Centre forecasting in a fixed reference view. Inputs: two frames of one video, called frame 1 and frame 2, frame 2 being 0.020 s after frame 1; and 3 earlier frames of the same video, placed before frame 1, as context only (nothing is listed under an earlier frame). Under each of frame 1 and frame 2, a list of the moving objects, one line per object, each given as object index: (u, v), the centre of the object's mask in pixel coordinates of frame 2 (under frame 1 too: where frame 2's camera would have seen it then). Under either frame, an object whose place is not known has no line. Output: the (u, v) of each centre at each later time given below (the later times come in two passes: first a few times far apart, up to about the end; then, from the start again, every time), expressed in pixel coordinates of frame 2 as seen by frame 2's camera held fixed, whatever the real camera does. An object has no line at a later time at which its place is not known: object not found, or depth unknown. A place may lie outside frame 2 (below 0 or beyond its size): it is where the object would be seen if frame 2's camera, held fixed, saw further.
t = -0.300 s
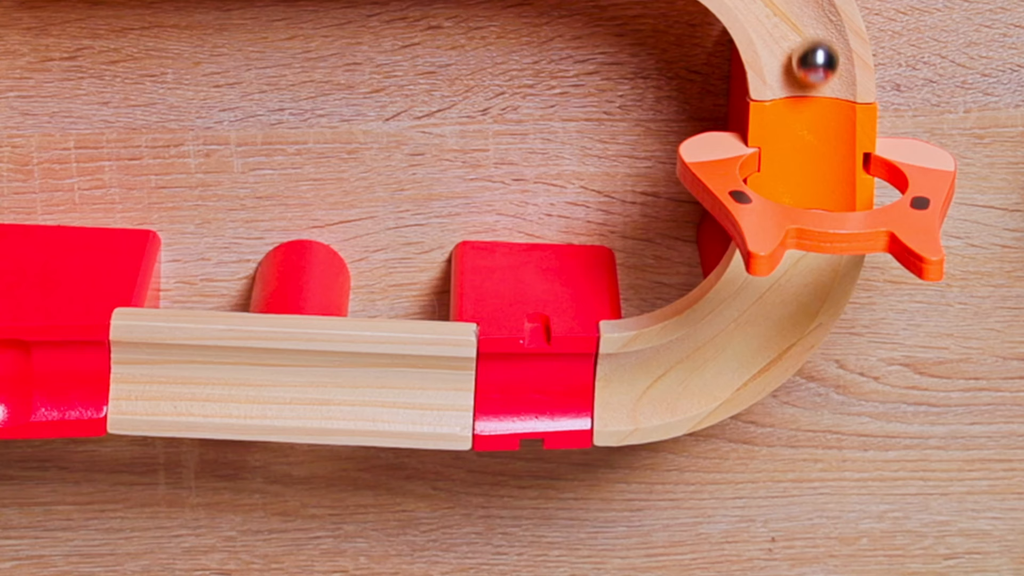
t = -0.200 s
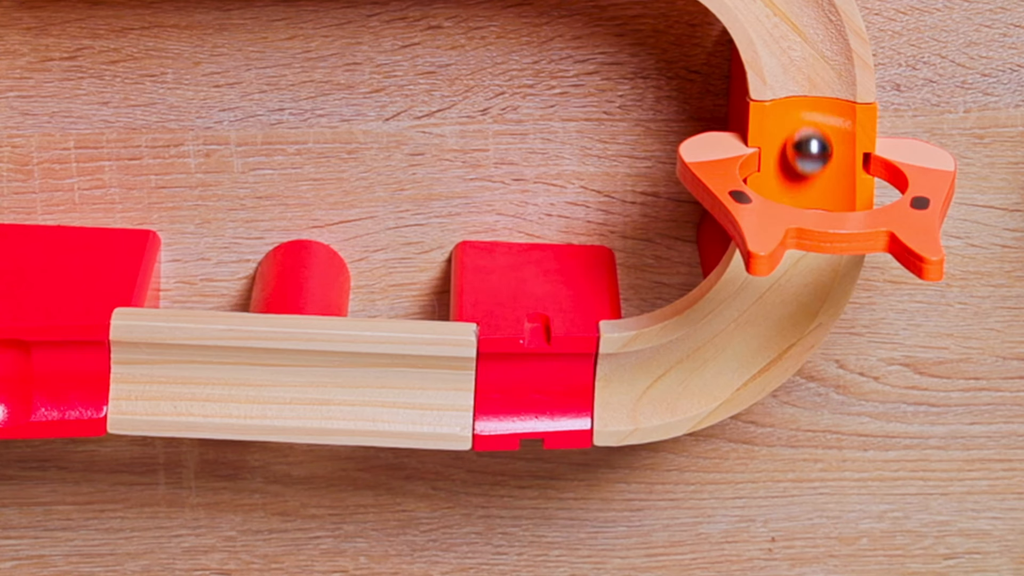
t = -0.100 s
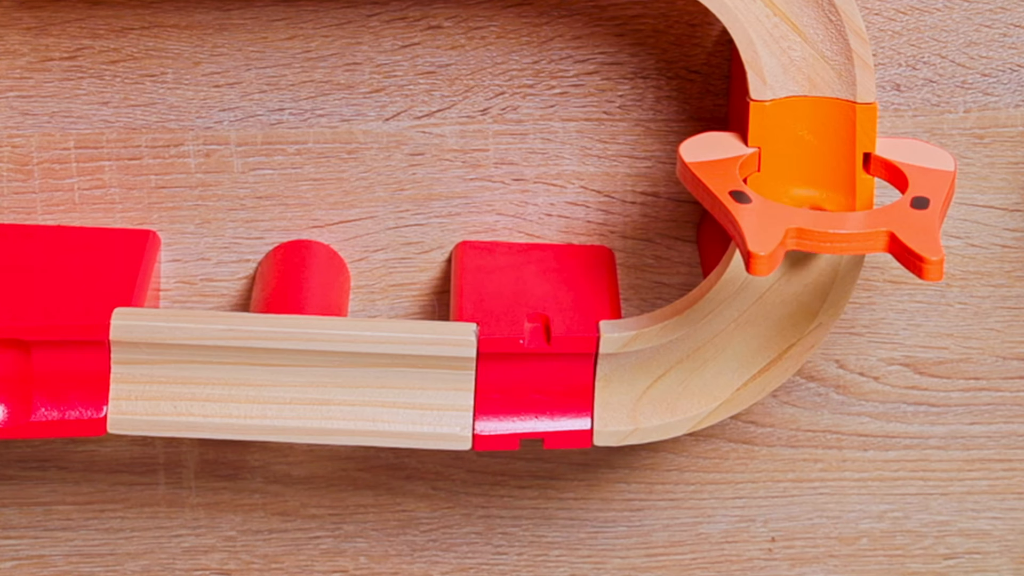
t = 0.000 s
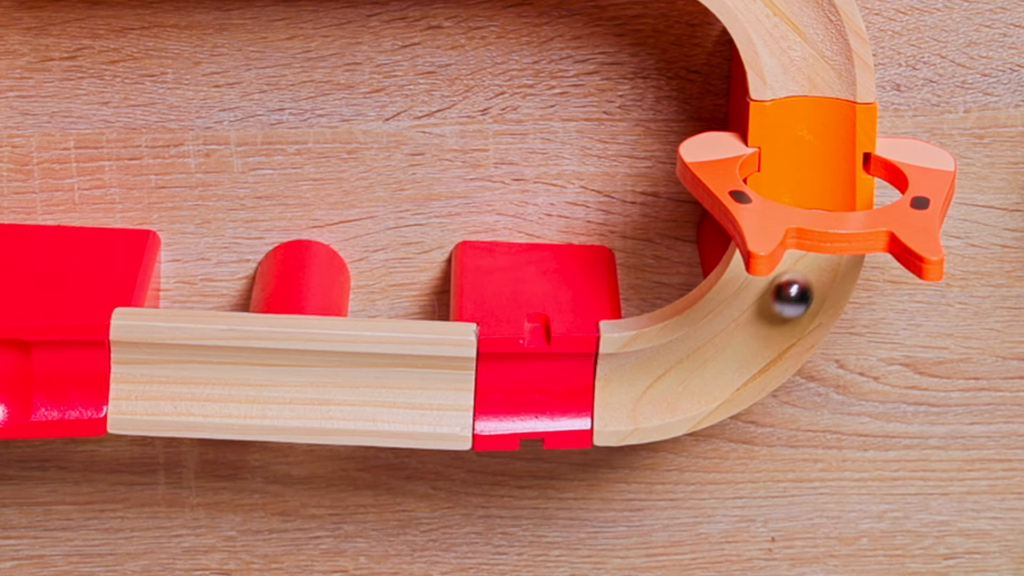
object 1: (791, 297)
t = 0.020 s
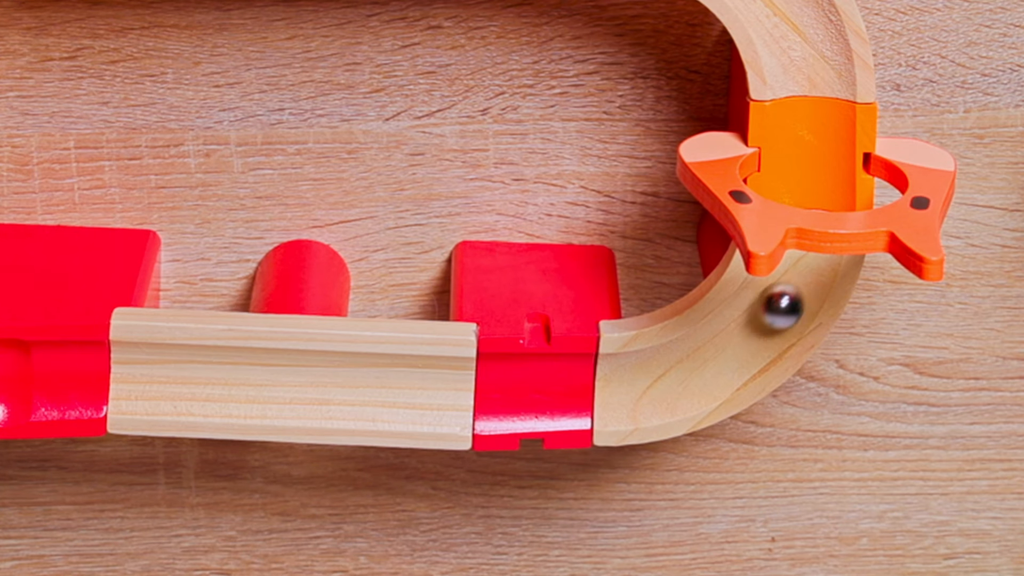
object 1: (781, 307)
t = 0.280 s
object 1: (612, 394)
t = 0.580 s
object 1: (405, 395)
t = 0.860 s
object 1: (222, 396)
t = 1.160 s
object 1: (30, 399)
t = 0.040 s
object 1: (771, 318)
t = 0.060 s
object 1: (758, 328)
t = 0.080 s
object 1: (747, 339)
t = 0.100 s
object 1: (735, 351)
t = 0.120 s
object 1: (725, 362)
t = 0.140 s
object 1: (714, 373)
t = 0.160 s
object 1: (703, 384)
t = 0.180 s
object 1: (690, 391)
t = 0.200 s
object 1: (675, 395)
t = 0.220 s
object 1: (661, 398)
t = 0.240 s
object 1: (645, 398)
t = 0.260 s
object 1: (629, 396)
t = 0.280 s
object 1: (612, 394)
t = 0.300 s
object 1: (597, 392)
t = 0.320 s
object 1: (579, 393)
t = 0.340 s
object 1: (564, 394)
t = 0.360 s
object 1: (547, 396)
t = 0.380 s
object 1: (530, 398)
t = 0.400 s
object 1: (515, 400)
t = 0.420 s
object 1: (500, 402)
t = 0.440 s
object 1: (487, 403)
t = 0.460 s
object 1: (474, 404)
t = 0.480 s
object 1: (463, 403)
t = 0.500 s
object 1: (452, 400)
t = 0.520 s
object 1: (441, 397)
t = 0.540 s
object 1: (429, 395)
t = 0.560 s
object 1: (417, 395)
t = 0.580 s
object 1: (405, 395)
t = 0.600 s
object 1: (393, 397)
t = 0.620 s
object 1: (380, 400)
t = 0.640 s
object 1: (367, 401)
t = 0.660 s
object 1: (355, 401)
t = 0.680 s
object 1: (342, 399)
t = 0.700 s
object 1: (330, 395)
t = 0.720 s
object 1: (316, 392)
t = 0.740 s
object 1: (304, 388)
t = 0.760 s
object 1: (291, 386)
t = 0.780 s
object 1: (277, 385)
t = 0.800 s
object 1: (264, 386)
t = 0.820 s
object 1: (250, 388)
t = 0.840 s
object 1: (235, 393)
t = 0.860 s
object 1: (222, 396)
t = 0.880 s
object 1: (209, 398)
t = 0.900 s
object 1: (195, 397)
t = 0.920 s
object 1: (181, 393)
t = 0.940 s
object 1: (167, 387)
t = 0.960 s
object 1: (154, 380)
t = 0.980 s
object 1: (138, 376)
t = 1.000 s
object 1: (126, 372)
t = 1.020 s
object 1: (111, 373)
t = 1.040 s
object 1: (97, 379)
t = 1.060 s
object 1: (84, 387)
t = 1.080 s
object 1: (70, 395)
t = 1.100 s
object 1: (58, 402)
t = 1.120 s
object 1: (48, 406)
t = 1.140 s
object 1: (39, 405)
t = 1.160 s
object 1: (30, 399)
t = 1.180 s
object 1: (24, 388)
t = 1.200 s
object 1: (18, 377)
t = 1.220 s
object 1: (9, 389)
